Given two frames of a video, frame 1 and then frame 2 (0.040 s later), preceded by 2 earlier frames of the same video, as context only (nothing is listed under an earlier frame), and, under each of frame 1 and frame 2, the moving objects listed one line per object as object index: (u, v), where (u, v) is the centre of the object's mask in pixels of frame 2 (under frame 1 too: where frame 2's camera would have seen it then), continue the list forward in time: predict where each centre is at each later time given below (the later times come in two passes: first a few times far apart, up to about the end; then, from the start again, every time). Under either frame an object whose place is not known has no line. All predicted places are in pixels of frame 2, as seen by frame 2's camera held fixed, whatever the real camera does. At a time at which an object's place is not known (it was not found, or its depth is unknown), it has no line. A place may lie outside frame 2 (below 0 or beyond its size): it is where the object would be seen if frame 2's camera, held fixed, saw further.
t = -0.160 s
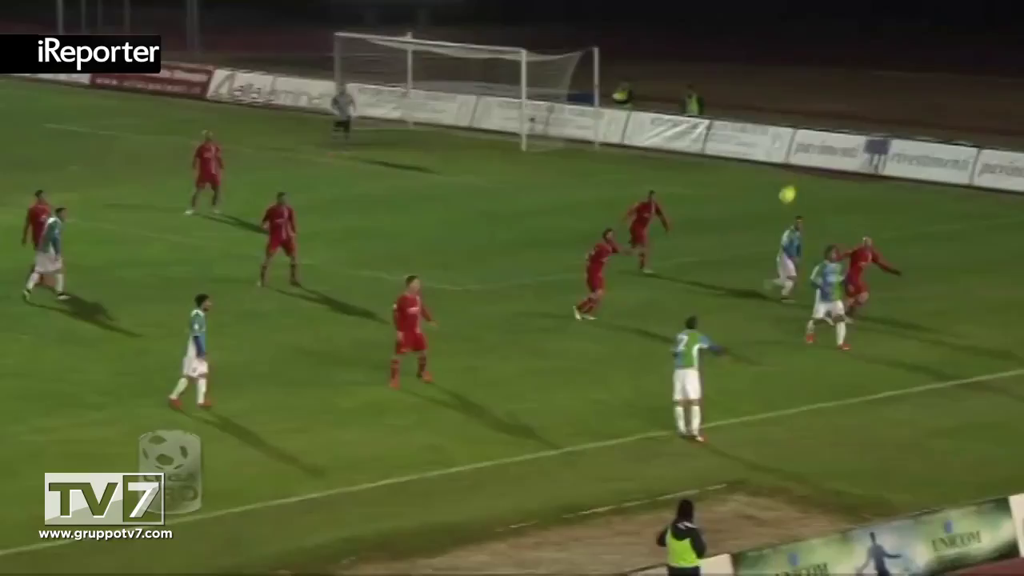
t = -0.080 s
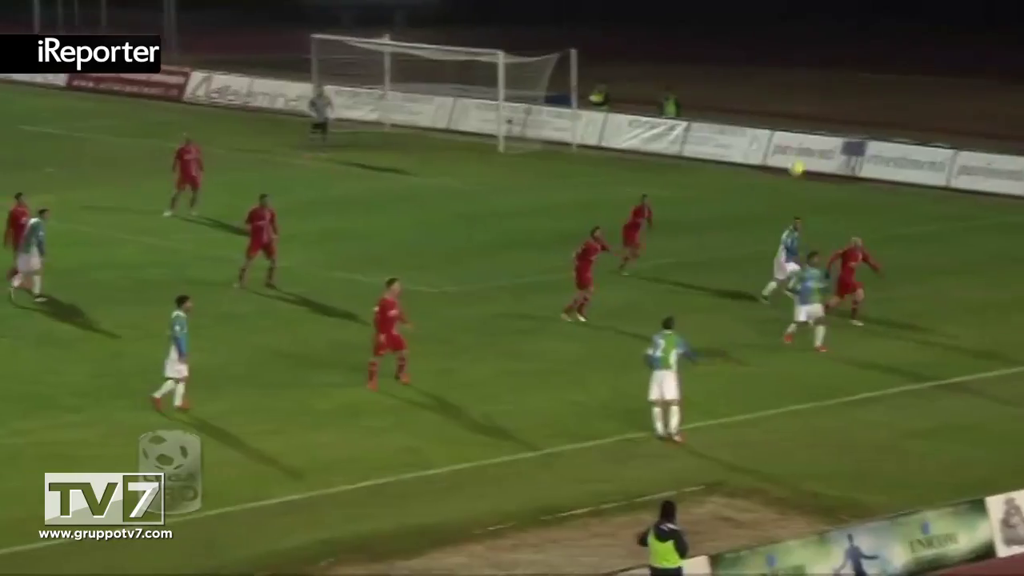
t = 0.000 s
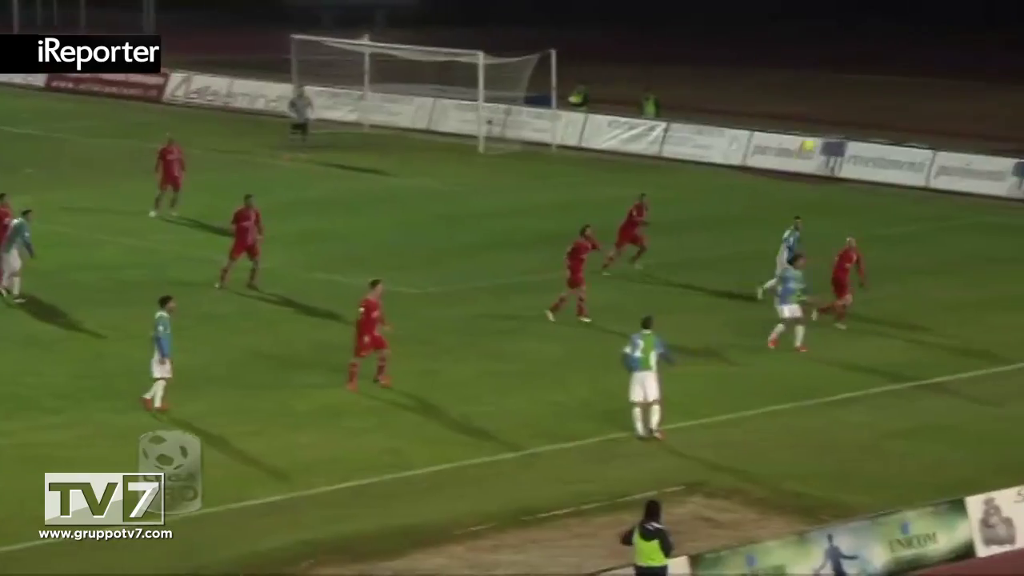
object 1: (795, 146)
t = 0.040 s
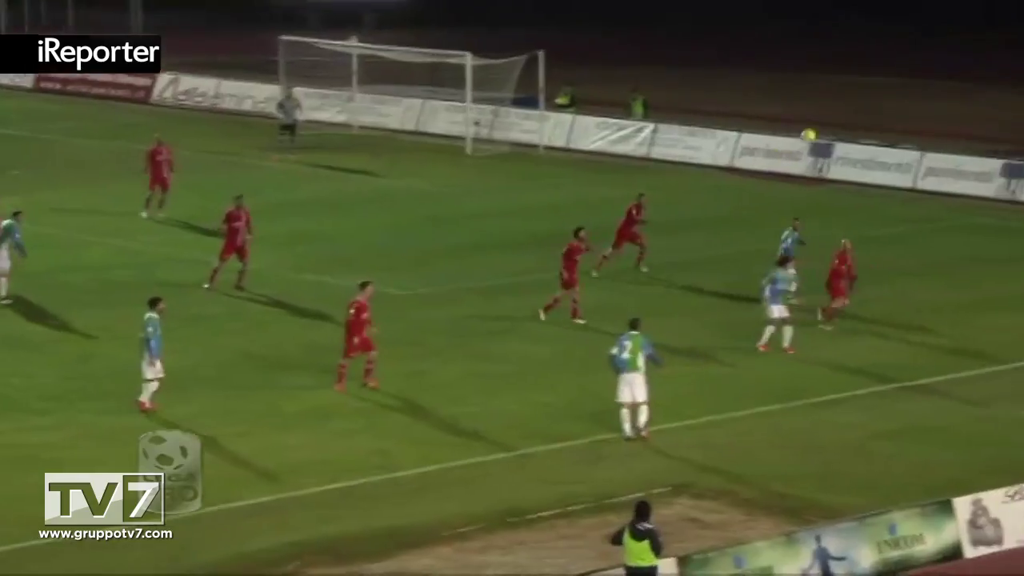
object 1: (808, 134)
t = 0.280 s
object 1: (892, 98)
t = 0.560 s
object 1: (981, 95)
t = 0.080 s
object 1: (823, 126)
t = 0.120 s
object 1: (837, 119)
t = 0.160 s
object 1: (851, 112)
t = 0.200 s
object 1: (865, 107)
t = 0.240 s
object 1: (879, 101)
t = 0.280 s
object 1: (892, 98)
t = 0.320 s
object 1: (906, 95)
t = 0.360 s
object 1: (919, 92)
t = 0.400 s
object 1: (932, 91)
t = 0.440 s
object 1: (944, 91)
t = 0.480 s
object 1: (957, 92)
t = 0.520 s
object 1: (969, 93)
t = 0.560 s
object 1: (981, 95)
